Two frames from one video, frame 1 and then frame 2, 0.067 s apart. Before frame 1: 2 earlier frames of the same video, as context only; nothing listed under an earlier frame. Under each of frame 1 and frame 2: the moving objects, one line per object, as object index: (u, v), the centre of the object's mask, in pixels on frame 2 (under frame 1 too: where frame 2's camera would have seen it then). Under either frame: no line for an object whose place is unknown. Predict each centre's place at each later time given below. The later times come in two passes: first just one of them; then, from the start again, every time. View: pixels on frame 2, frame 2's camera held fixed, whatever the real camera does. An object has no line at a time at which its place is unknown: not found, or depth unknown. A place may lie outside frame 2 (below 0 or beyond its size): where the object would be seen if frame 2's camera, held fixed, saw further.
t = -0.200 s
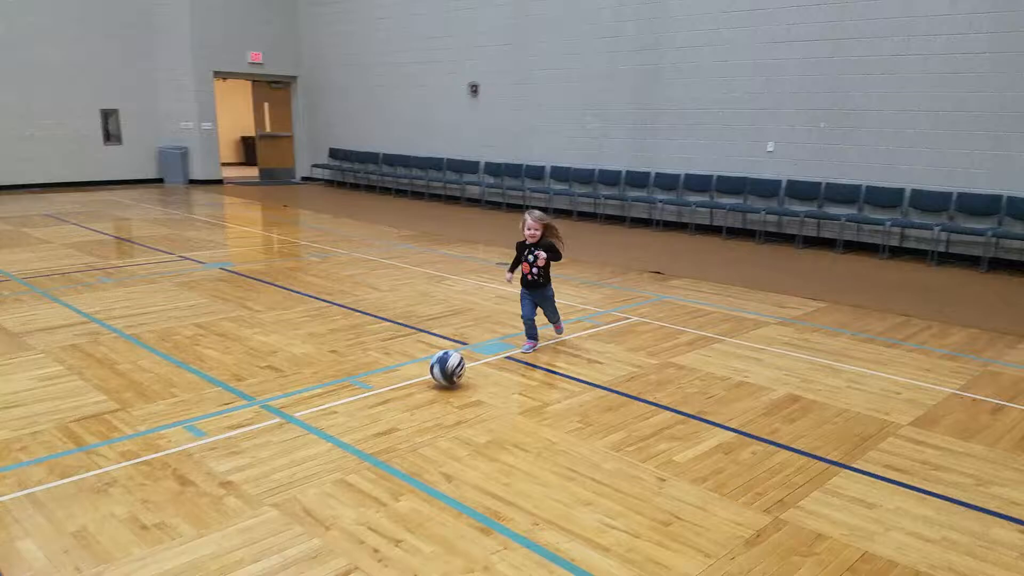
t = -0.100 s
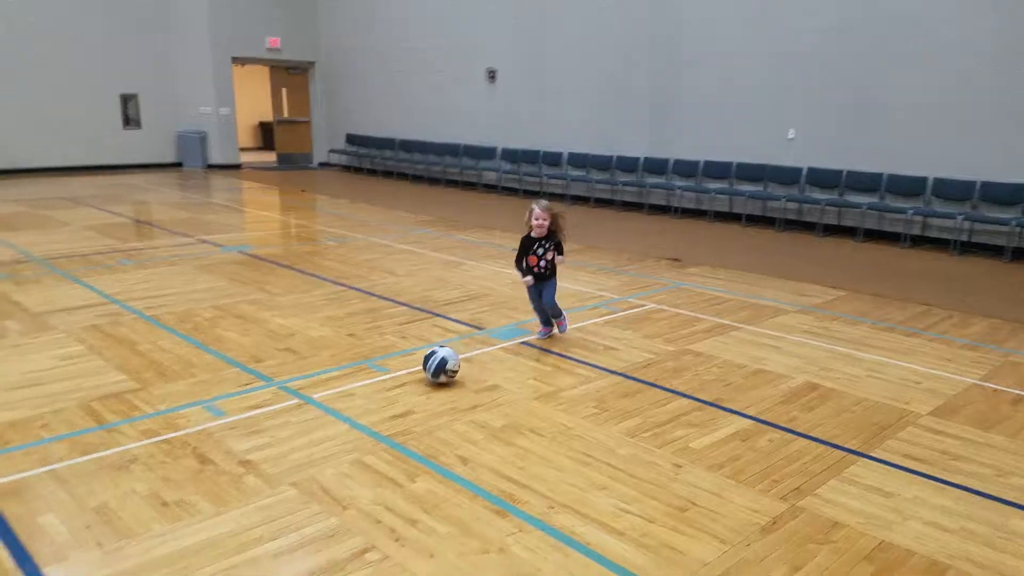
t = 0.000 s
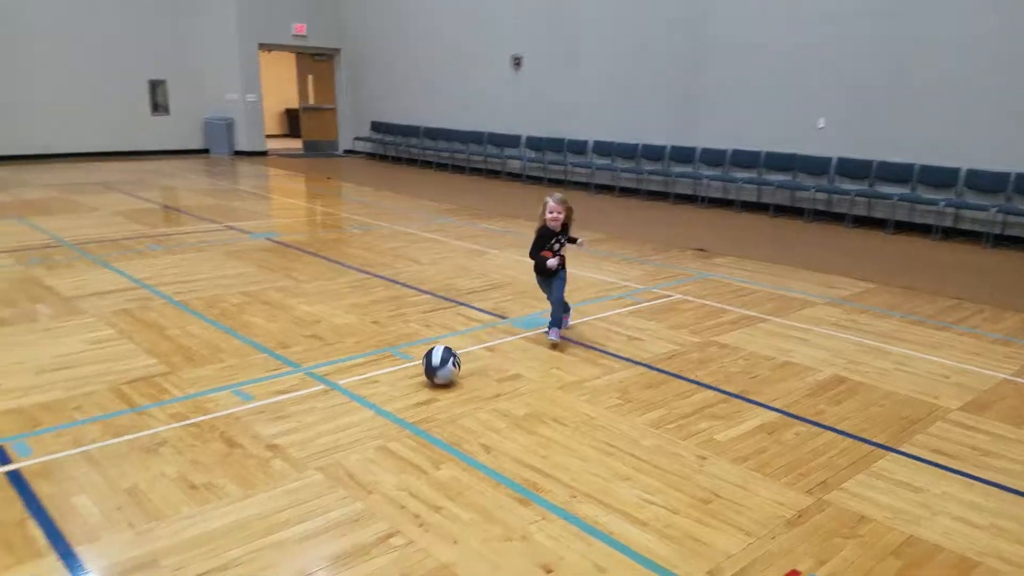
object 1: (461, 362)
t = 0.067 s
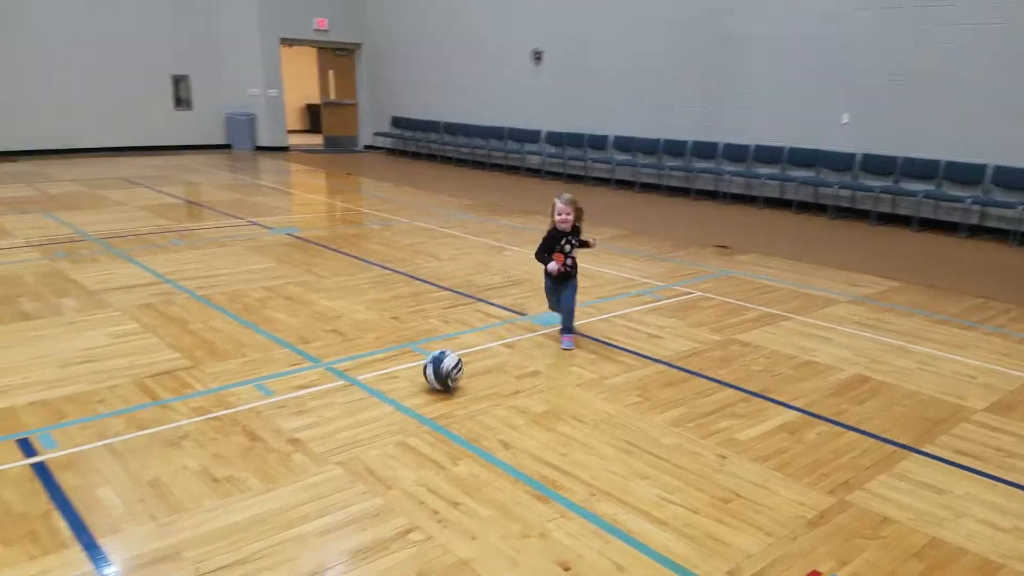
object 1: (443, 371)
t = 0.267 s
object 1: (385, 400)
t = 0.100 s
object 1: (434, 376)
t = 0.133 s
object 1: (424, 380)
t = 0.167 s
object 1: (415, 384)
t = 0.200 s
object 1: (405, 391)
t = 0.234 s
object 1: (396, 394)
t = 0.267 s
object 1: (385, 400)
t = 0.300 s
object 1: (375, 407)
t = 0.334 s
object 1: (364, 411)
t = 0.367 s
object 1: (352, 418)
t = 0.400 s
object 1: (340, 424)
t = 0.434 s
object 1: (328, 429)
